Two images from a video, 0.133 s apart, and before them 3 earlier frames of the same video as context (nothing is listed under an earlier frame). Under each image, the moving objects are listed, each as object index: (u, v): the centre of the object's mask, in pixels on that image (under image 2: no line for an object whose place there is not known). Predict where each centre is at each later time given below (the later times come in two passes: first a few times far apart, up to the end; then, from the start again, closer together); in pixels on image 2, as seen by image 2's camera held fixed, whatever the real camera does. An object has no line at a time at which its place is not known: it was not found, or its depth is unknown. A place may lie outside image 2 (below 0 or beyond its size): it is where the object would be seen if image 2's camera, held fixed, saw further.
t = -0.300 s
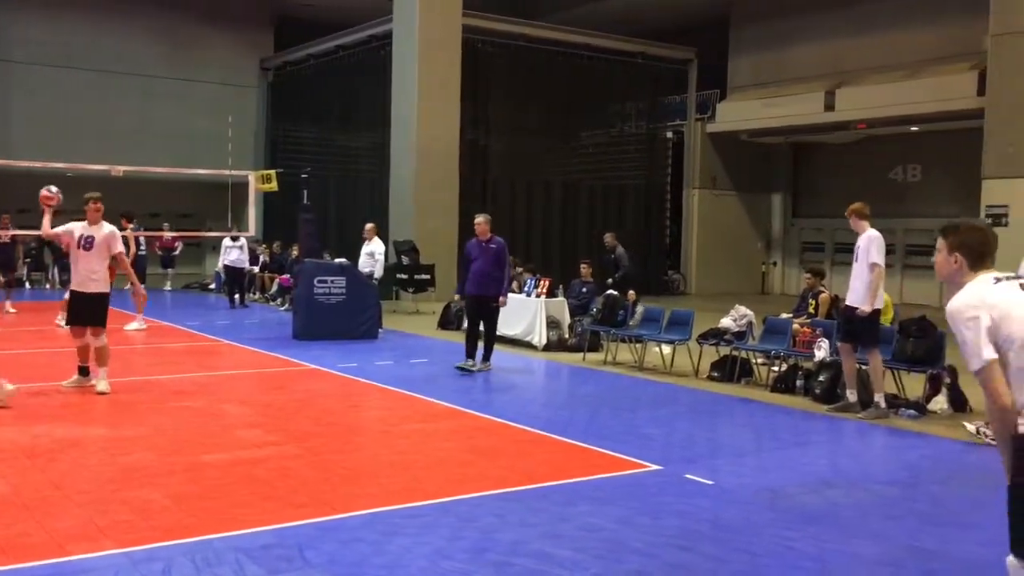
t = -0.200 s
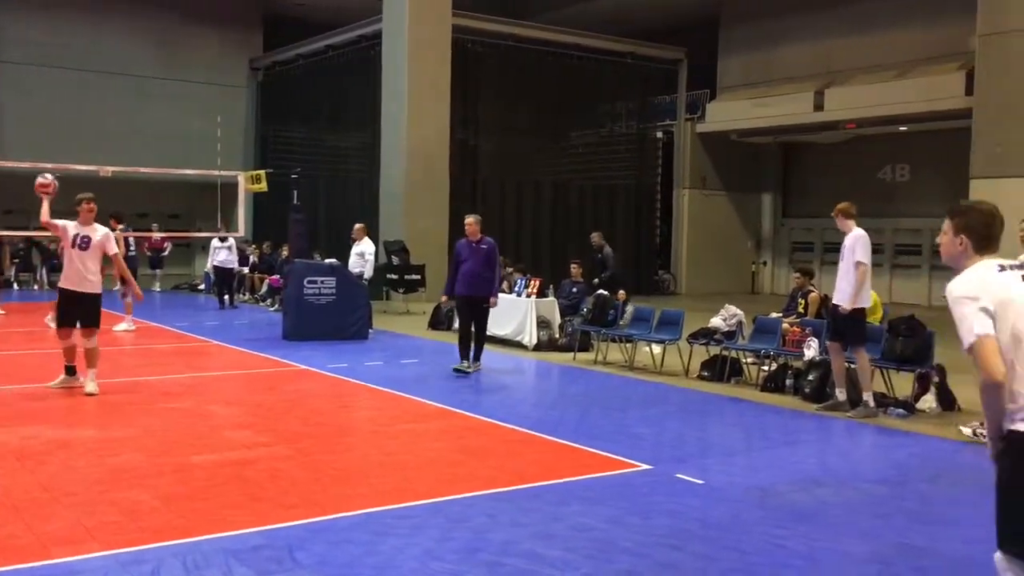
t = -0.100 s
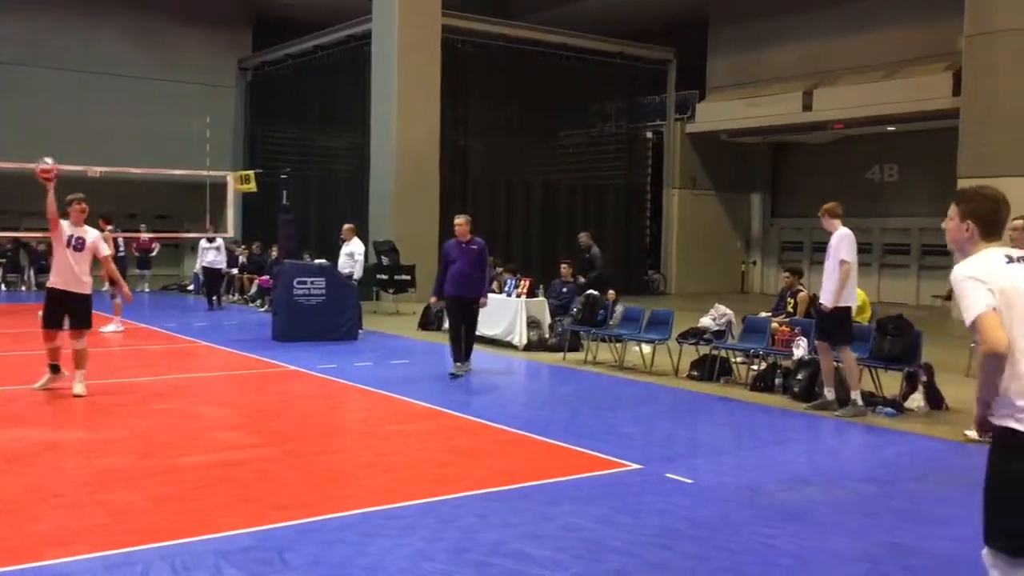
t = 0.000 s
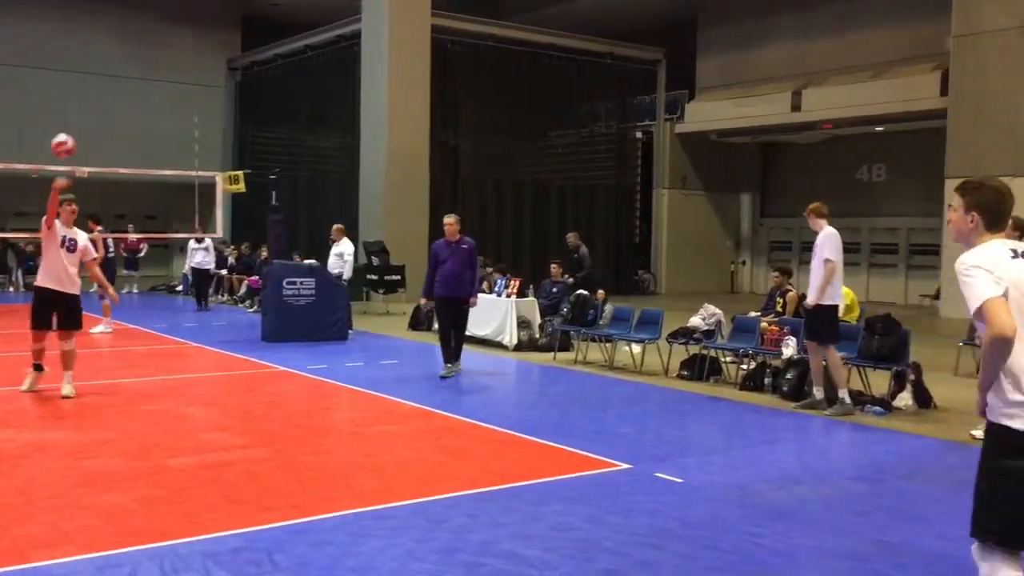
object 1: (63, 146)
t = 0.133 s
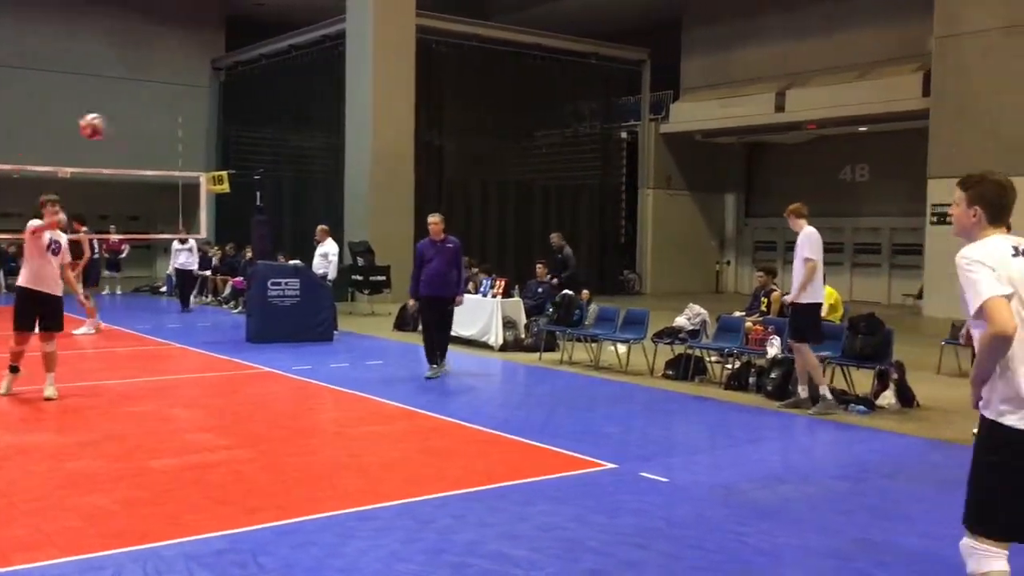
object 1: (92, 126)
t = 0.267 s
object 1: (148, 125)
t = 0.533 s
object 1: (278, 196)
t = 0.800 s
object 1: (443, 397)
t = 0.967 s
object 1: (544, 482)
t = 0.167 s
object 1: (106, 124)
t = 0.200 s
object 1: (119, 123)
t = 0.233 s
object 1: (134, 123)
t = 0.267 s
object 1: (148, 125)
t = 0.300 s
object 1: (164, 128)
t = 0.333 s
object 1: (178, 133)
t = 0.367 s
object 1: (193, 138)
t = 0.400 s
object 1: (210, 147)
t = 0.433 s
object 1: (226, 156)
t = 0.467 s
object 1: (243, 168)
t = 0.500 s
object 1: (260, 181)
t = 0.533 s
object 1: (278, 196)
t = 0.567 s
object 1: (296, 213)
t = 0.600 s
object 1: (314, 231)
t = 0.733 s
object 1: (398, 330)
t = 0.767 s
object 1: (420, 363)
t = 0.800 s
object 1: (443, 397)
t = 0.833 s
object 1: (469, 436)
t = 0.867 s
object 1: (493, 477)
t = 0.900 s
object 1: (518, 525)
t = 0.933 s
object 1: (532, 507)
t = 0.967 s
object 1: (544, 482)
